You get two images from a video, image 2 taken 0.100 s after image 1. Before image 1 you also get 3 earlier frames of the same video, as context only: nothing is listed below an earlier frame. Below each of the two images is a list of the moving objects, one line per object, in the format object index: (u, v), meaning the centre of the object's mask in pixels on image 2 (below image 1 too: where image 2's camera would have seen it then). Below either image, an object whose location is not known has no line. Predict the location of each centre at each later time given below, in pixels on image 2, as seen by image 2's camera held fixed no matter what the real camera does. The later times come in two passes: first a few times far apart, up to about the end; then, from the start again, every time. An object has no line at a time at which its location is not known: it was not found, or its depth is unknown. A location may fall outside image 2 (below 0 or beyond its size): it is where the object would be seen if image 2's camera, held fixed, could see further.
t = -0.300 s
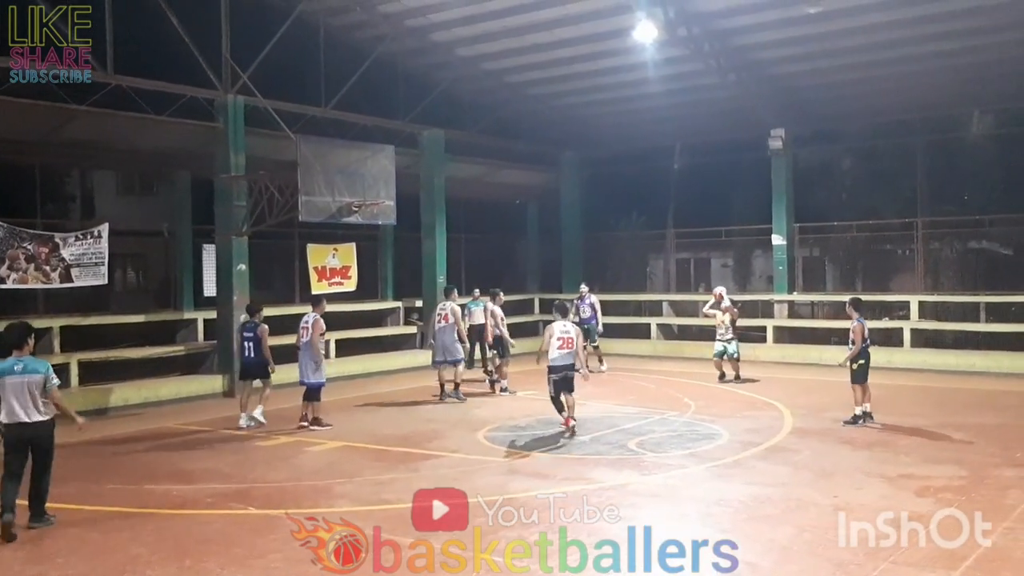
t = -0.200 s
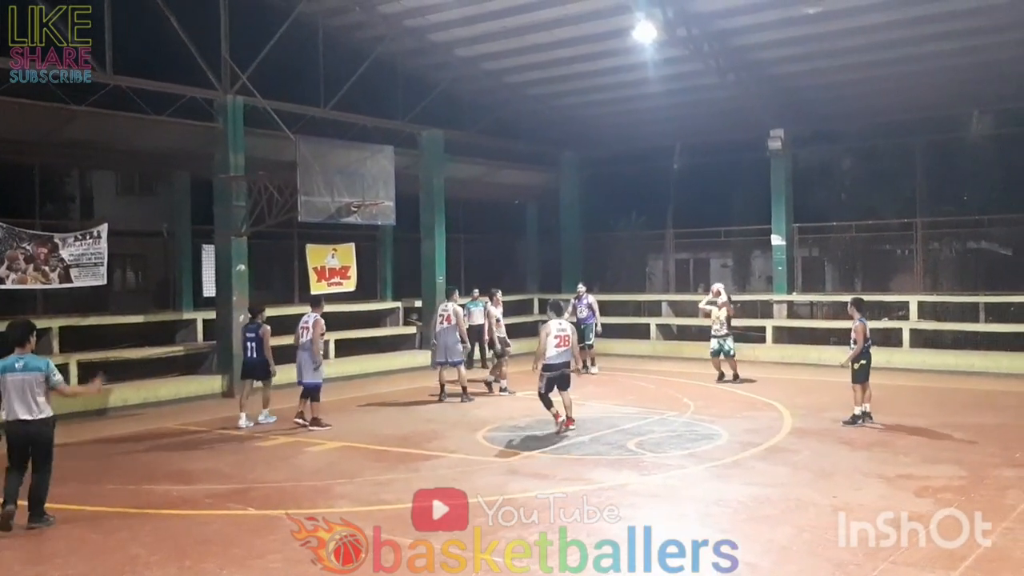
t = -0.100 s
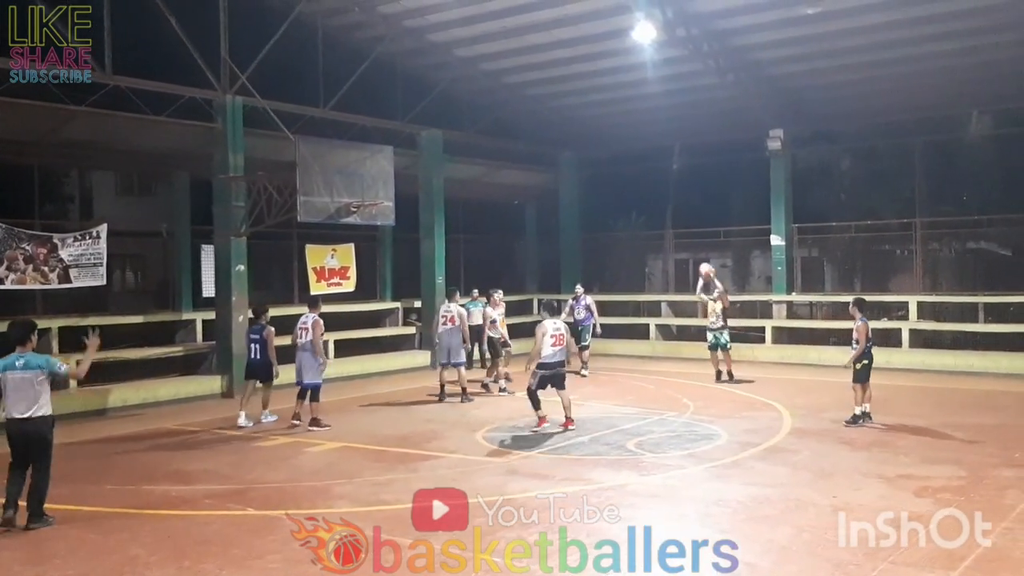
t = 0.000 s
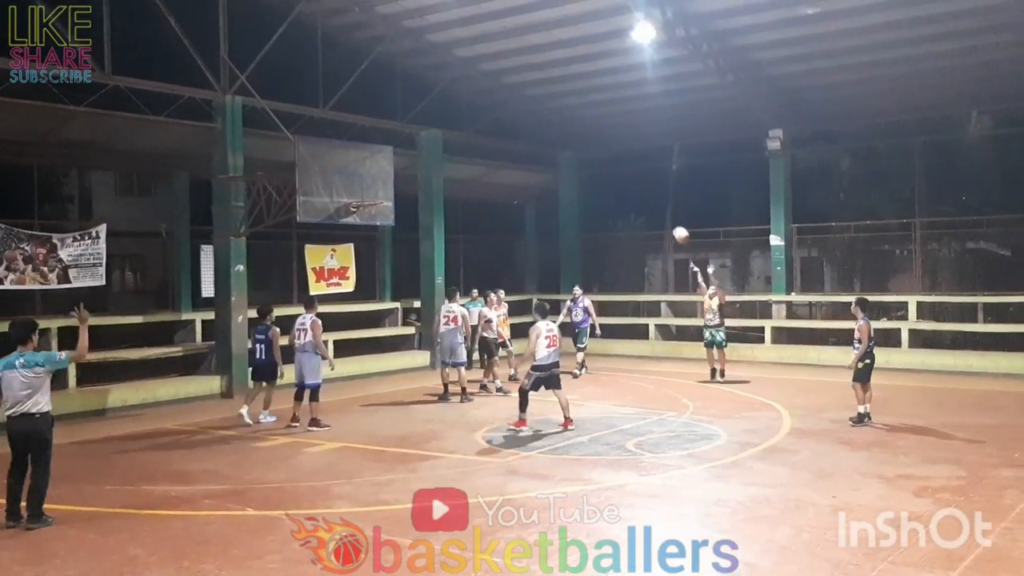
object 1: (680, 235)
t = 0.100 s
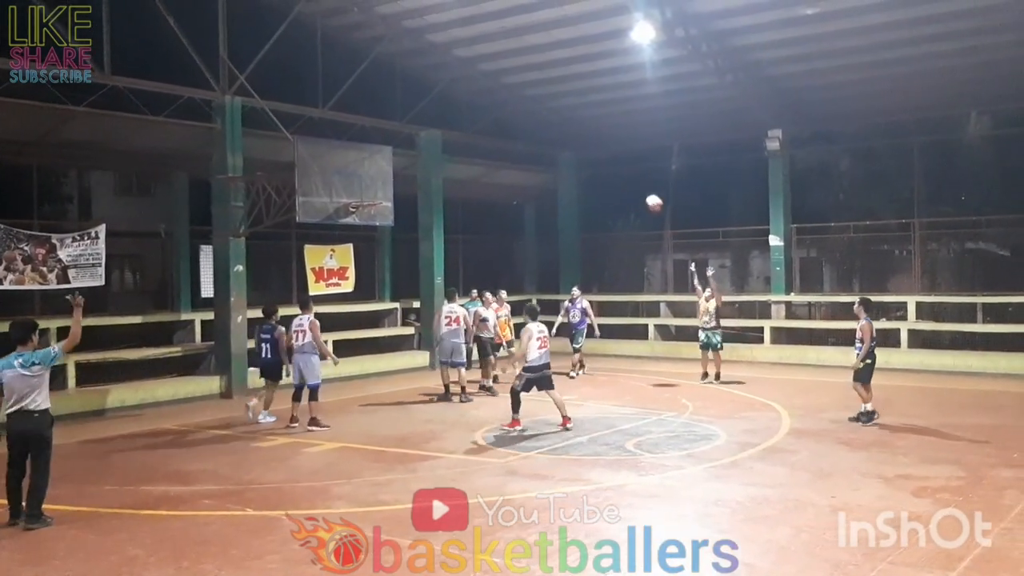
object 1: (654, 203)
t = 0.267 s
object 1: (610, 161)
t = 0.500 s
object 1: (546, 128)
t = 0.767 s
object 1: (470, 128)
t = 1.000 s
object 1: (401, 164)
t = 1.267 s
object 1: (351, 186)
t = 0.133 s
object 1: (645, 194)
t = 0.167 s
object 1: (637, 185)
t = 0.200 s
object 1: (628, 176)
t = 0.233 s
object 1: (619, 169)
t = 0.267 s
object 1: (610, 161)
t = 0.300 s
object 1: (601, 155)
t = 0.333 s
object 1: (592, 149)
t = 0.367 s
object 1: (584, 143)
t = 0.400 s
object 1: (574, 138)
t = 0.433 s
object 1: (565, 134)
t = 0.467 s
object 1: (556, 131)
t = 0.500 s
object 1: (546, 128)
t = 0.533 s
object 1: (537, 126)
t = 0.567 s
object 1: (528, 124)
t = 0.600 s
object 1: (518, 123)
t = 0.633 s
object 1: (509, 122)
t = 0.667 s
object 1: (499, 122)
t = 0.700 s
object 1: (490, 123)
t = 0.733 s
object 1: (480, 124)
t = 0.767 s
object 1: (470, 128)
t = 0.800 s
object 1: (461, 130)
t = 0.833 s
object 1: (451, 134)
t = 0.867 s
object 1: (442, 138)
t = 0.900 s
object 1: (432, 143)
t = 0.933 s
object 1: (422, 150)
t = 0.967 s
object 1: (411, 156)
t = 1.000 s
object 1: (401, 164)
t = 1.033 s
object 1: (392, 171)
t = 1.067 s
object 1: (380, 181)
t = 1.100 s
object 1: (369, 192)
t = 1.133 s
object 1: (362, 195)
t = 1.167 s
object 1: (358, 192)
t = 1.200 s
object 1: (355, 190)
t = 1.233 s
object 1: (351, 188)
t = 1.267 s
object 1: (351, 186)
